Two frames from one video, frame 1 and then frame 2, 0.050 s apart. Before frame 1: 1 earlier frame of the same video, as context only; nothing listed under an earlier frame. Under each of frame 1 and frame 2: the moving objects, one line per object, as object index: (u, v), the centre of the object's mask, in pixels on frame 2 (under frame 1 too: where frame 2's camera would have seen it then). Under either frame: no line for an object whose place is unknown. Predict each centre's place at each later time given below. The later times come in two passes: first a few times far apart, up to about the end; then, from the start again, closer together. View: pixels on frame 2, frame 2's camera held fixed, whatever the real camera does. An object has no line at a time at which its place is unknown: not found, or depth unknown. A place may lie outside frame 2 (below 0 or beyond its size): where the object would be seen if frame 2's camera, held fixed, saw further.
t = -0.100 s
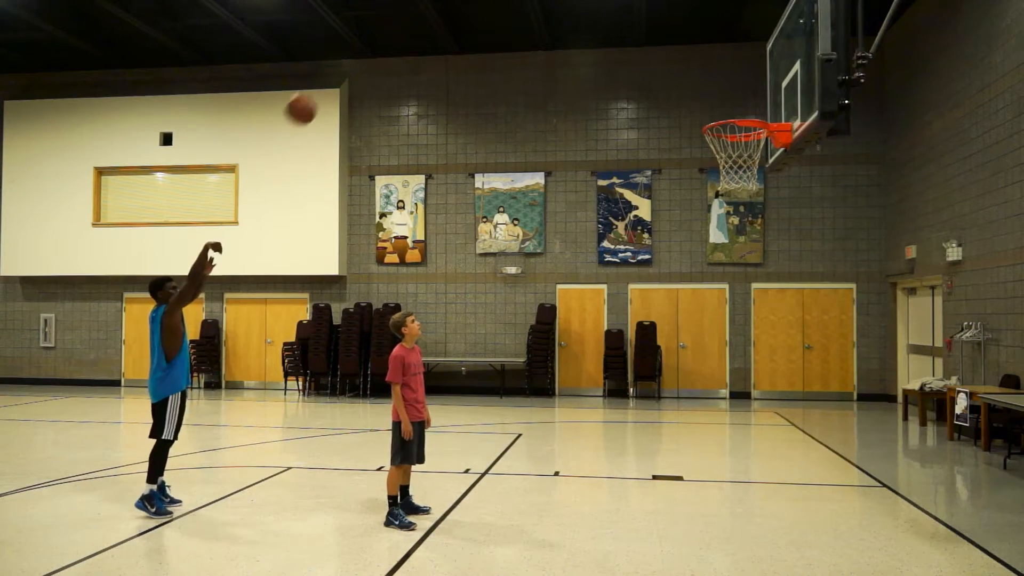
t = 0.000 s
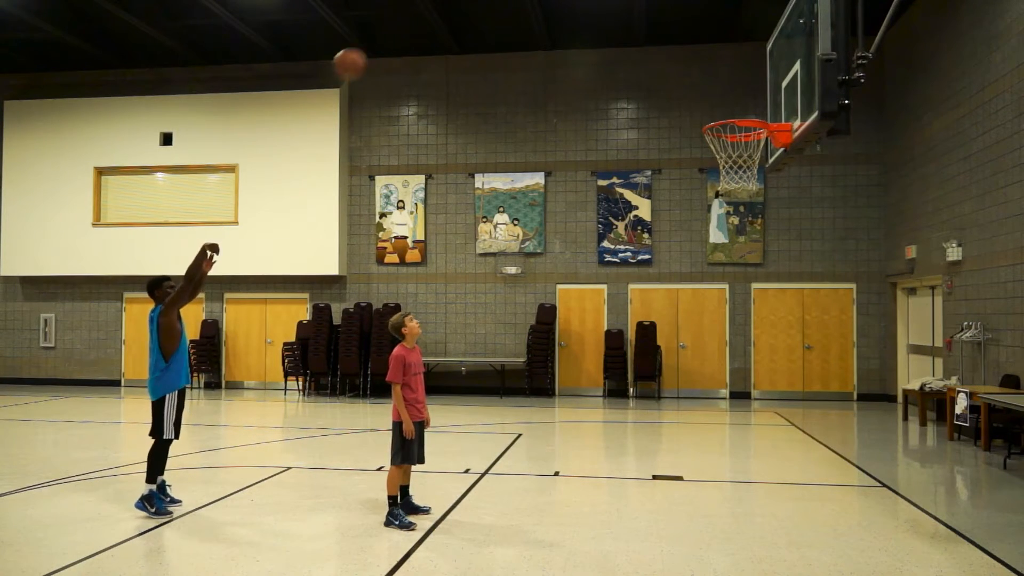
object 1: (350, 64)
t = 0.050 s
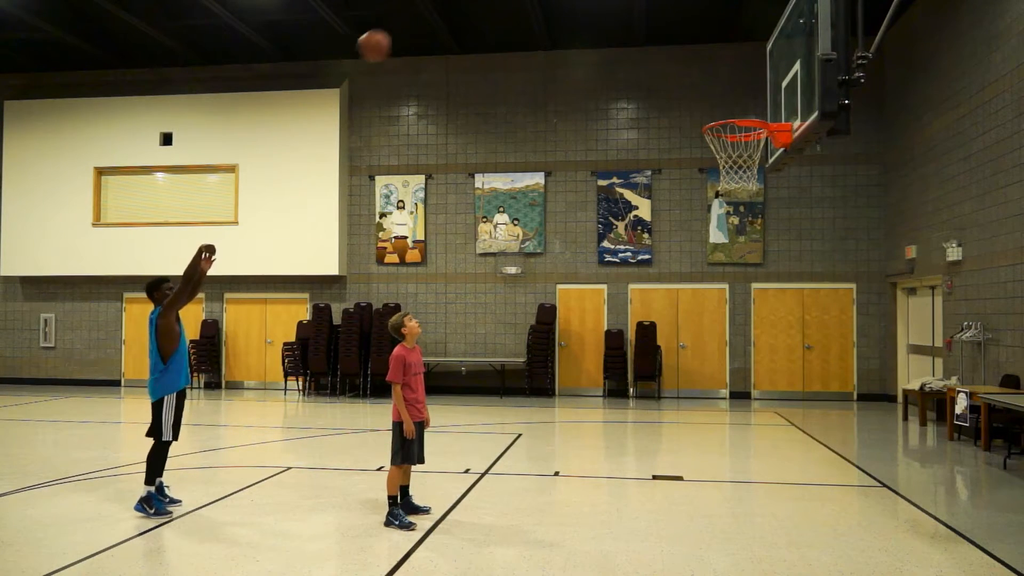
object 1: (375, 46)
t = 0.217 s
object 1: (456, 10)
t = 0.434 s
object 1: (565, 10)
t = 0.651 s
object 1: (674, 62)
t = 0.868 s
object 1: (748, 174)
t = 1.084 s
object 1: (739, 329)
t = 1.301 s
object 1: (727, 507)
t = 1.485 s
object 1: (688, 392)
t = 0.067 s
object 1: (383, 41)
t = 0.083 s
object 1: (391, 35)
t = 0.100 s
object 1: (399, 31)
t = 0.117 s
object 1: (407, 26)
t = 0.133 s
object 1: (416, 22)
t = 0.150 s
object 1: (424, 18)
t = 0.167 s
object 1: (432, 15)
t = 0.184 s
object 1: (440, 13)
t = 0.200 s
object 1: (448, 12)
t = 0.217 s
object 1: (456, 10)
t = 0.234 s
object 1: (464, 9)
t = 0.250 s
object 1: (472, 8)
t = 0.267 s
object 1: (480, 8)
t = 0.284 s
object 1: (489, 7)
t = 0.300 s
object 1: (496, 7)
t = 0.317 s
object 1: (505, 7)
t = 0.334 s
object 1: (514, 7)
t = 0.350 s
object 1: (522, 7)
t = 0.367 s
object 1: (530, 7)
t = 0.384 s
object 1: (539, 7)
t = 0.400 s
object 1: (547, 8)
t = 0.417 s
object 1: (556, 9)
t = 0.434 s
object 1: (565, 10)
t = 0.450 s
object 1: (573, 11)
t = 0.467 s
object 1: (581, 12)
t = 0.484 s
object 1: (590, 14)
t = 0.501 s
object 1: (598, 16)
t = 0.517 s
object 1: (606, 20)
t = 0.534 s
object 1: (615, 24)
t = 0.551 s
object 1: (623, 28)
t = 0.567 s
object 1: (632, 33)
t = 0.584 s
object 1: (640, 38)
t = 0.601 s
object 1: (648, 43)
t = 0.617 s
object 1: (657, 49)
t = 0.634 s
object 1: (665, 56)
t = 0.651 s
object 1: (674, 62)
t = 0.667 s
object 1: (683, 69)
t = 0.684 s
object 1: (691, 77)
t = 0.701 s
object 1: (700, 84)
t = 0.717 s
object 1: (708, 92)
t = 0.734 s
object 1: (716, 100)
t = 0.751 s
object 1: (725, 107)
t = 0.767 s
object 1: (733, 111)
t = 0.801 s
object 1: (749, 139)
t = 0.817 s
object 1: (751, 143)
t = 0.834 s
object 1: (751, 153)
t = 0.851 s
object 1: (749, 161)
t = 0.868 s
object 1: (748, 174)
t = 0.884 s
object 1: (748, 190)
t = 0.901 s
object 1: (747, 196)
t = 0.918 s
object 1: (748, 204)
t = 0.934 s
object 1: (746, 216)
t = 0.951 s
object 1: (745, 226)
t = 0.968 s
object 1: (744, 239)
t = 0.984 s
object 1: (743, 250)
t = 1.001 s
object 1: (743, 263)
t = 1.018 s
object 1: (742, 275)
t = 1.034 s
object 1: (741, 288)
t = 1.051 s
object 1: (741, 300)
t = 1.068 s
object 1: (740, 315)
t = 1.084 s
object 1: (739, 329)
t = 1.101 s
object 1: (739, 345)
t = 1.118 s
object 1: (739, 360)
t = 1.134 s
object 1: (738, 377)
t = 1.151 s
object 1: (738, 391)
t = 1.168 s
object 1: (737, 409)
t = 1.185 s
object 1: (736, 425)
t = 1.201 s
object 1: (735, 442)
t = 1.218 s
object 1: (735, 459)
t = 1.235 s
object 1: (734, 478)
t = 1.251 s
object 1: (734, 498)
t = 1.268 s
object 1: (733, 519)
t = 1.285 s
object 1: (731, 521)
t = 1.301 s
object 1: (727, 507)
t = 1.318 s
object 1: (724, 495)
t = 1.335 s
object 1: (721, 483)
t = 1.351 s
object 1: (717, 471)
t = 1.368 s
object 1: (713, 459)
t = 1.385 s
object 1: (709, 448)
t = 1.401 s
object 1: (706, 438)
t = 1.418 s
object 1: (702, 428)
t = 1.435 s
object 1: (698, 418)
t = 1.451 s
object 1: (694, 409)
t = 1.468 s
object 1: (691, 401)
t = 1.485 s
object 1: (688, 392)
